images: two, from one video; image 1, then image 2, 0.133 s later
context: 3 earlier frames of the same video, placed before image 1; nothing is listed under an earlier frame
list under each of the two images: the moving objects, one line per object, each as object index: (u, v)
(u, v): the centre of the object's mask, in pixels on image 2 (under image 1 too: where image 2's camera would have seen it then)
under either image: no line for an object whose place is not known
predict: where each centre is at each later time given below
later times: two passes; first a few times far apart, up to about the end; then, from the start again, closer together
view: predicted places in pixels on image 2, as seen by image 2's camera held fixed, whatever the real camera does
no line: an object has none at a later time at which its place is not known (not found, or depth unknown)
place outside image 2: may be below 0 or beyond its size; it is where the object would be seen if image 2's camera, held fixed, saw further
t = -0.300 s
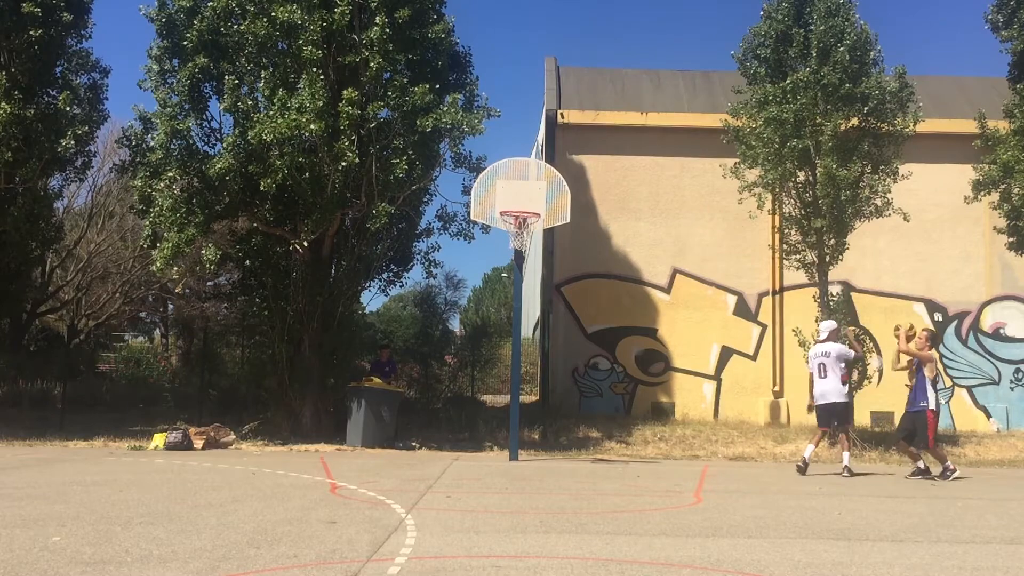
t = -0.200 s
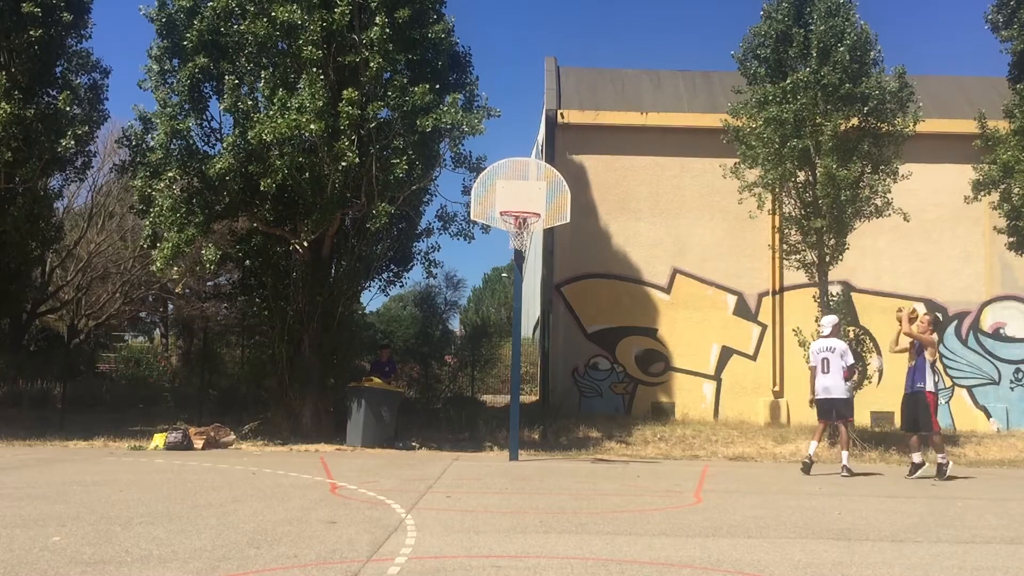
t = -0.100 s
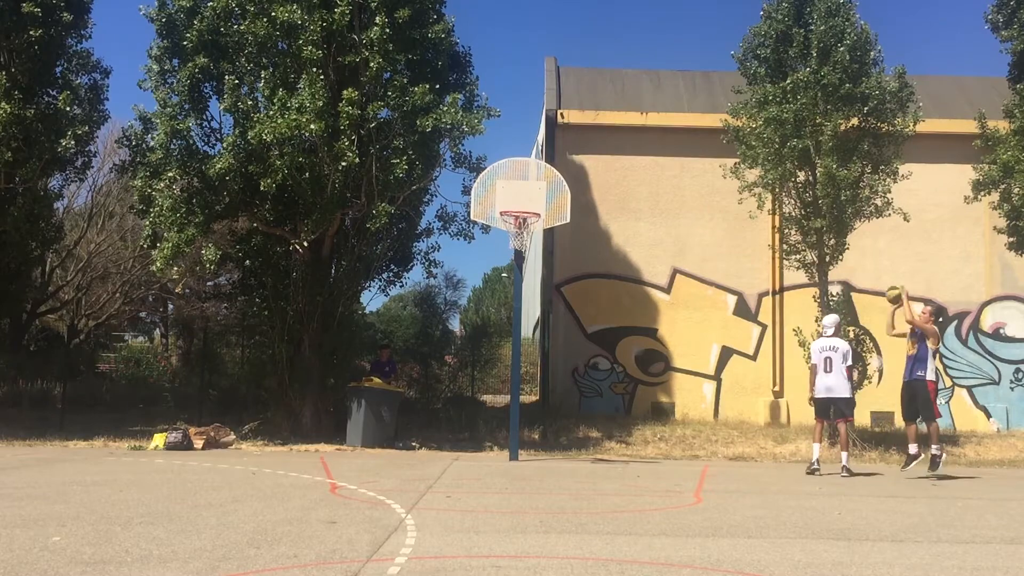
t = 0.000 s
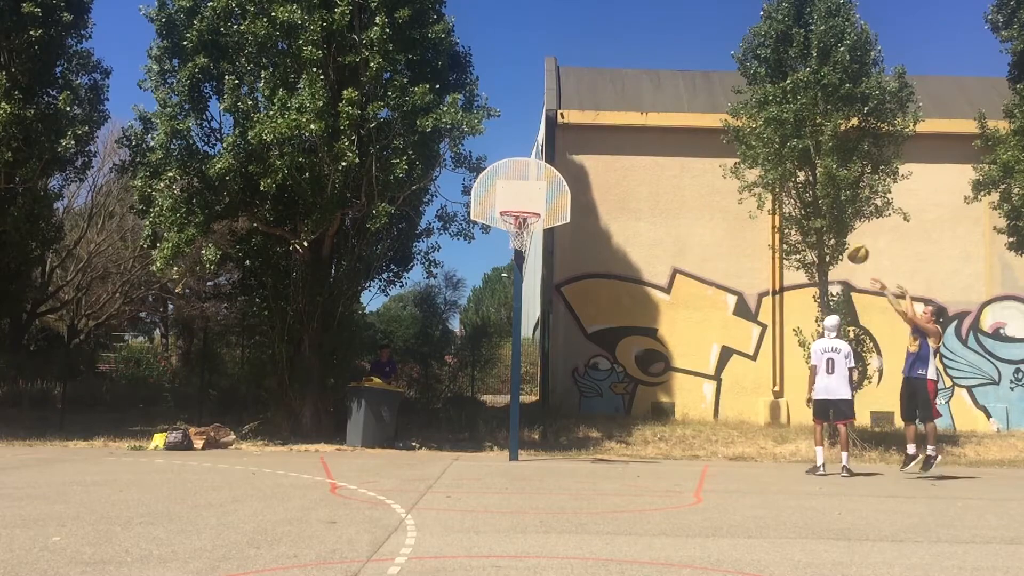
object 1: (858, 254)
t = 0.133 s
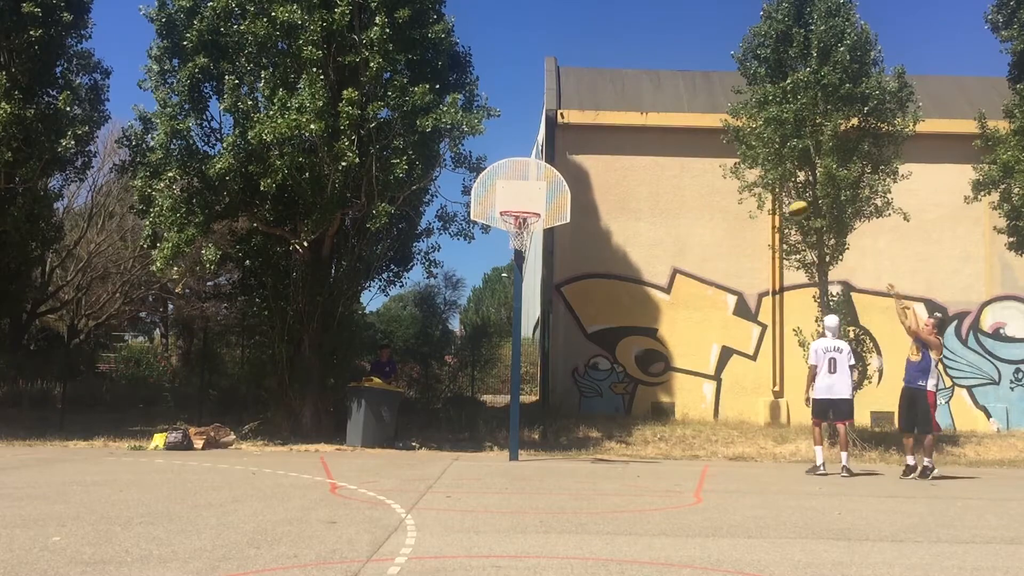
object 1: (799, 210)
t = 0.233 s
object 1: (753, 186)
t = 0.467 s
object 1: (657, 163)
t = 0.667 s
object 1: (574, 180)
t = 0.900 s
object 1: (518, 233)
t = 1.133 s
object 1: (546, 287)
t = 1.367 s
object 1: (573, 387)
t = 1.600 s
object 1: (602, 415)
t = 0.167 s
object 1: (782, 200)
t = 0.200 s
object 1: (768, 193)
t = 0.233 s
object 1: (753, 186)
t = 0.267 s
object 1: (740, 180)
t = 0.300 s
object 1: (725, 175)
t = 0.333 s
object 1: (711, 170)
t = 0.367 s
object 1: (698, 168)
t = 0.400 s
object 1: (684, 165)
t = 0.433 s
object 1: (670, 164)
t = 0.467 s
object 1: (657, 163)
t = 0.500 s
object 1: (642, 164)
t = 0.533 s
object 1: (629, 166)
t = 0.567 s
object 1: (615, 168)
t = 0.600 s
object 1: (602, 171)
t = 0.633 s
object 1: (588, 175)
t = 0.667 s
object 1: (574, 180)
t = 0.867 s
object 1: (512, 225)
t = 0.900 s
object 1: (518, 233)
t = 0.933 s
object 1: (523, 239)
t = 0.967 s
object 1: (527, 245)
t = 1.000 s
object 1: (531, 252)
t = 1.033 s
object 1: (534, 260)
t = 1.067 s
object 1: (538, 268)
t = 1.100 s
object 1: (542, 277)
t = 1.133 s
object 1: (546, 287)
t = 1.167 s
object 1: (550, 298)
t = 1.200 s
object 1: (553, 311)
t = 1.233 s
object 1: (557, 324)
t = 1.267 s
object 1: (560, 338)
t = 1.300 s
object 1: (565, 352)
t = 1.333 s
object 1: (570, 370)
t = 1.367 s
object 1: (573, 387)
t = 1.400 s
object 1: (577, 405)
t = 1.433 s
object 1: (580, 425)
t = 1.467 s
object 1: (584, 445)
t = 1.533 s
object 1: (593, 443)
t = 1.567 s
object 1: (598, 428)
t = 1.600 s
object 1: (602, 415)
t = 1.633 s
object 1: (607, 402)
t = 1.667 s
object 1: (611, 389)
